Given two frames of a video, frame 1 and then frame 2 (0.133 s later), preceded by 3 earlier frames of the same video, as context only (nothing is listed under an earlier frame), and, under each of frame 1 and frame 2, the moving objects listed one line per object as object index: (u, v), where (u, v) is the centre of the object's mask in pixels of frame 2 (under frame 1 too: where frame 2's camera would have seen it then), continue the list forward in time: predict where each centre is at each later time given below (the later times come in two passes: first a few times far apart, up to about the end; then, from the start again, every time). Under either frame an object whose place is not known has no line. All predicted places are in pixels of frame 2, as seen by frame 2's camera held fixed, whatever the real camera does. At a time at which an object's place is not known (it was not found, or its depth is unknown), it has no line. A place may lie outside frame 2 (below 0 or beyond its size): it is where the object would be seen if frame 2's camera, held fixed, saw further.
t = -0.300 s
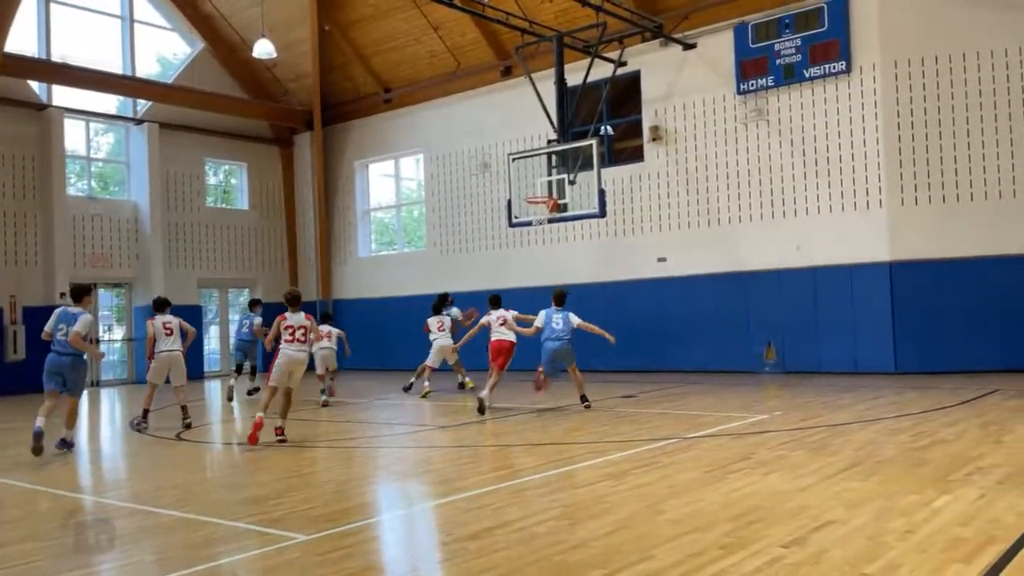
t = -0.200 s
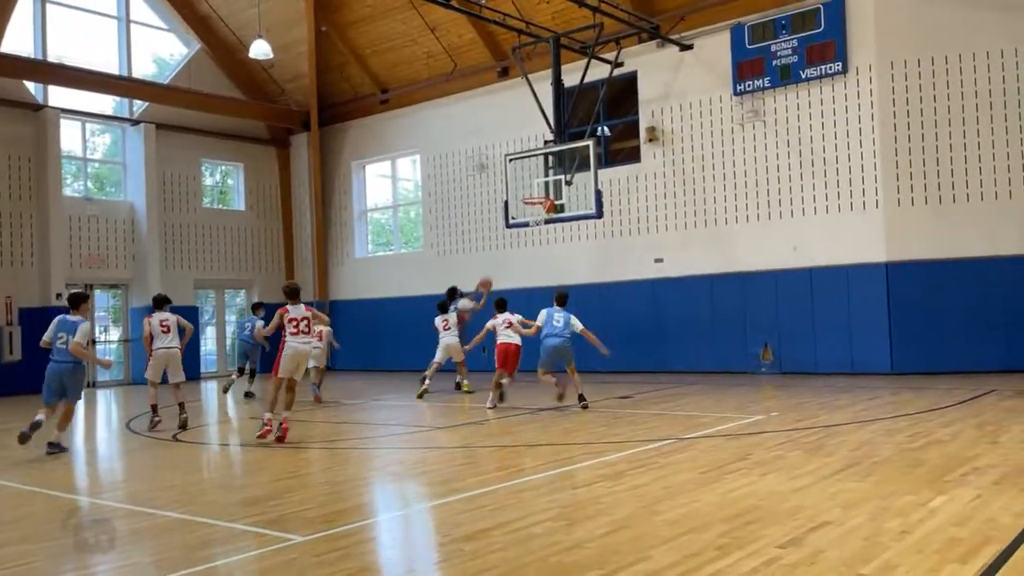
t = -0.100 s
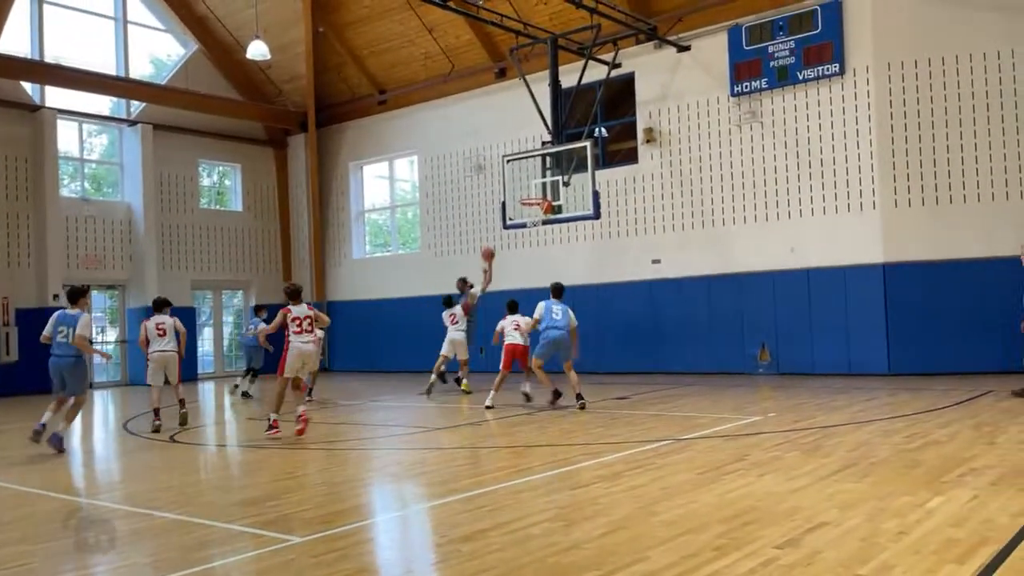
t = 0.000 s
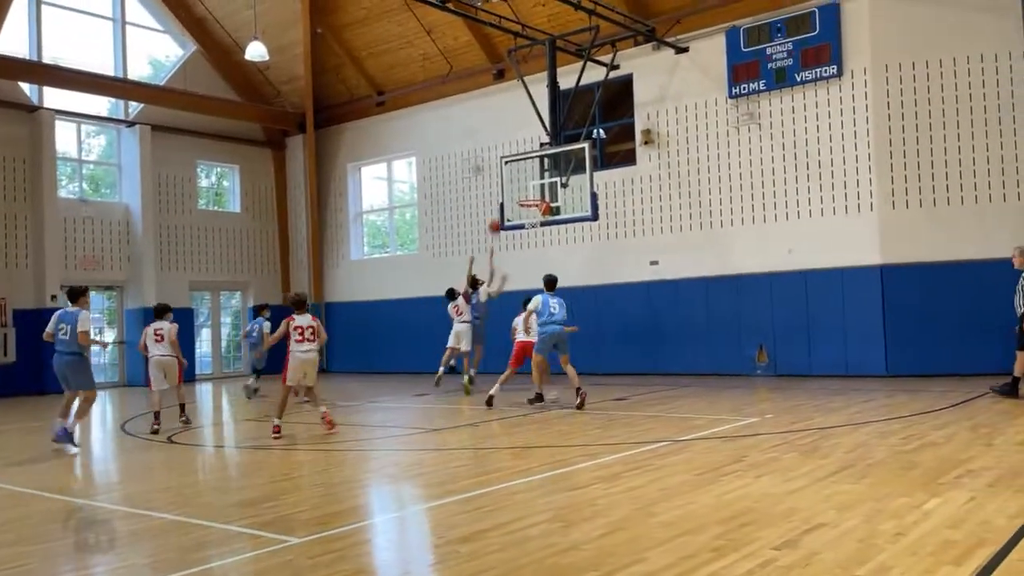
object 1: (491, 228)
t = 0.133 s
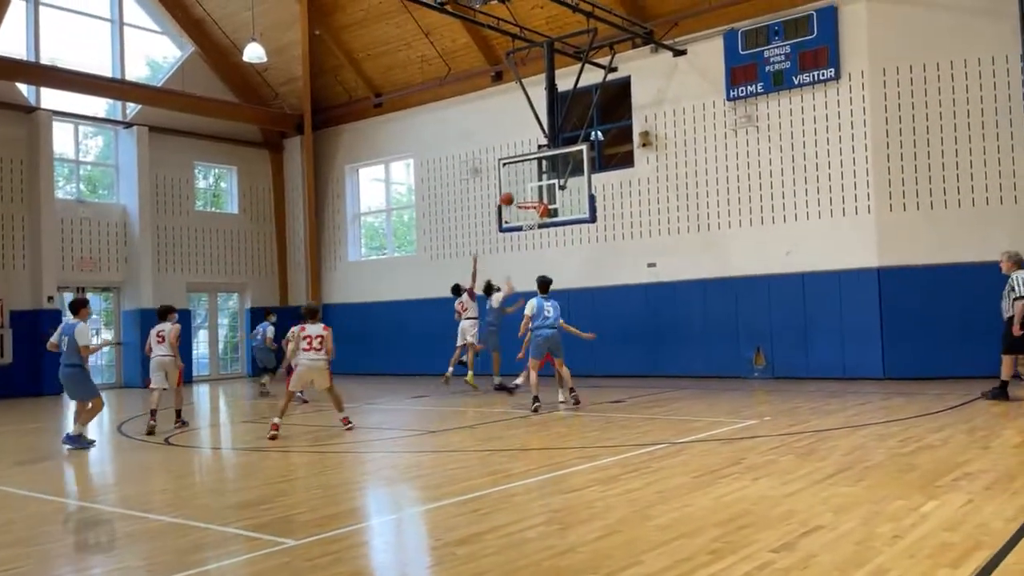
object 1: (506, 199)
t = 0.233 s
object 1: (517, 184)
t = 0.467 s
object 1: (528, 182)
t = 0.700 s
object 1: (532, 219)
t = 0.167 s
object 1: (510, 193)
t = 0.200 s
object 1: (513, 188)
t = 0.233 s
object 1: (517, 184)
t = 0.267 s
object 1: (520, 180)
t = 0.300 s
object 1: (524, 177)
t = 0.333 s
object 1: (526, 176)
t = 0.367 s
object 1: (527, 176)
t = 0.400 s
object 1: (527, 177)
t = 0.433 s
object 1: (527, 179)
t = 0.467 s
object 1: (528, 182)
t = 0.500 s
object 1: (528, 185)
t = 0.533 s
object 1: (529, 189)
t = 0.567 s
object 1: (530, 193)
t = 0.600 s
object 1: (530, 198)
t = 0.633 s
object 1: (530, 205)
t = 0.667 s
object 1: (532, 210)
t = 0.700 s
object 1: (532, 219)
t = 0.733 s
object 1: (533, 225)
